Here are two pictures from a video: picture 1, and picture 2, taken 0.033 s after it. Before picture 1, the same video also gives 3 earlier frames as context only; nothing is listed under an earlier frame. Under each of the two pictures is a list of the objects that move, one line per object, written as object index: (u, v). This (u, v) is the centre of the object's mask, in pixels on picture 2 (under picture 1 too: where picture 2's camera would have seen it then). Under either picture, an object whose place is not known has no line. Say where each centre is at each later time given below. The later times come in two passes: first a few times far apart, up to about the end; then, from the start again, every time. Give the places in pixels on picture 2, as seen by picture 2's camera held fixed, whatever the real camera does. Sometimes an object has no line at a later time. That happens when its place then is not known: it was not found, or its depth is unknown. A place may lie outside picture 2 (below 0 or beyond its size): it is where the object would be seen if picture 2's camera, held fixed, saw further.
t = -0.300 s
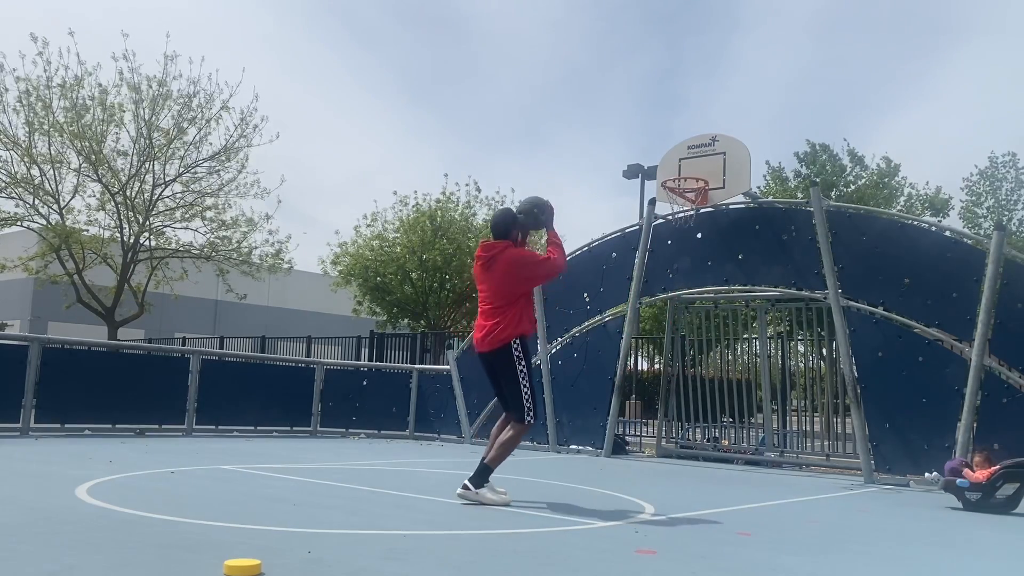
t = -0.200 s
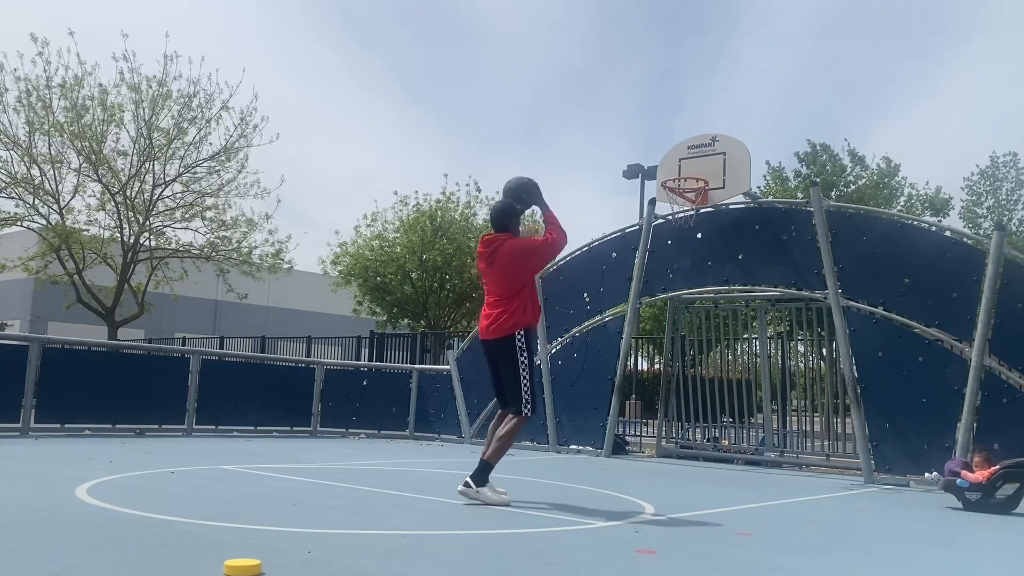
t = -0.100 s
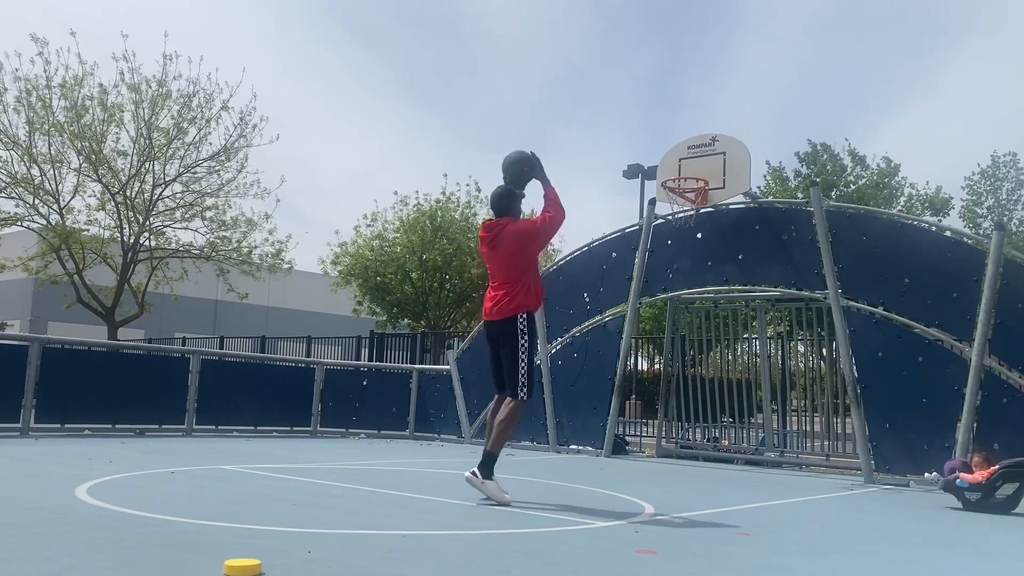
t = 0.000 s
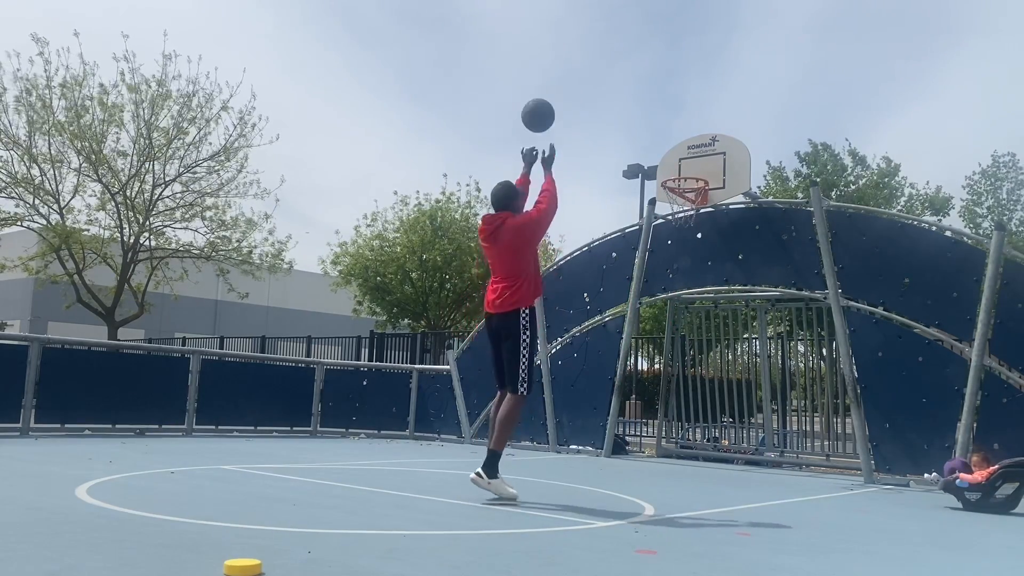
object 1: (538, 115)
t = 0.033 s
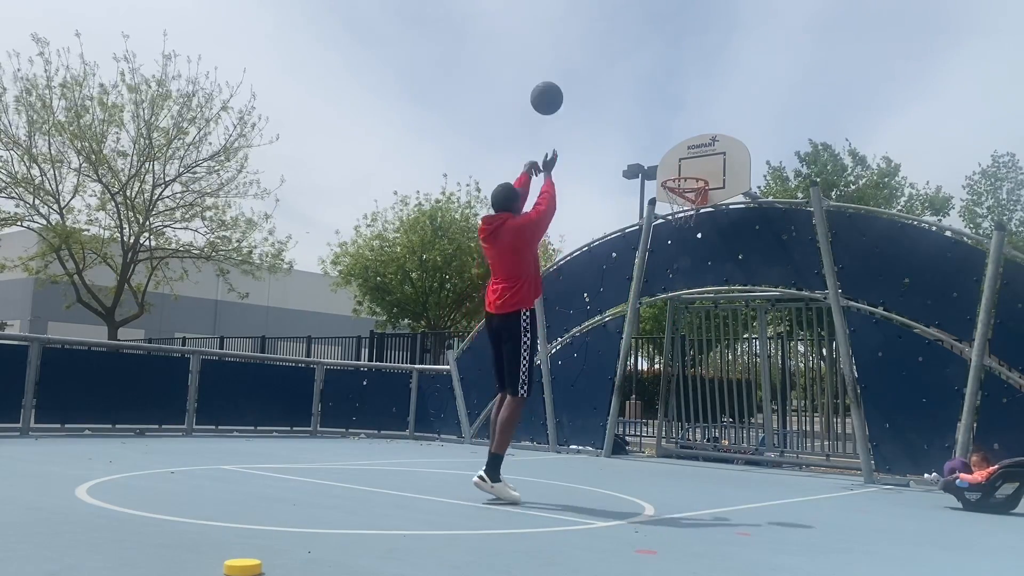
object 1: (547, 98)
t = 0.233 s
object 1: (591, 36)
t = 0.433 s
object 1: (626, 27)
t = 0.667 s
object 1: (658, 66)
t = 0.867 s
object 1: (681, 132)
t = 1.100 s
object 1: (673, 206)
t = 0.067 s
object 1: (555, 83)
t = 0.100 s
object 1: (563, 70)
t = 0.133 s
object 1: (570, 59)
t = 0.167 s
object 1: (577, 50)
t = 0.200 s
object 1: (584, 42)
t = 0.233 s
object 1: (591, 36)
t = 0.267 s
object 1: (597, 31)
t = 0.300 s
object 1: (604, 28)
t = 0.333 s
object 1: (609, 26)
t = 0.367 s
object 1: (615, 25)
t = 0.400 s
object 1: (621, 25)
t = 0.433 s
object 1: (626, 27)
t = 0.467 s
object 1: (631, 29)
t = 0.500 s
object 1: (636, 33)
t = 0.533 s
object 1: (641, 37)
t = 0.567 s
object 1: (645, 43)
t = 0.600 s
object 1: (650, 50)
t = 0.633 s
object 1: (654, 57)
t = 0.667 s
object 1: (658, 66)
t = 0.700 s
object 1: (662, 75)
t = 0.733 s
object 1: (666, 85)
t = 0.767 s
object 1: (670, 96)
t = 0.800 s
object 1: (674, 107)
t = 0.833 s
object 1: (677, 119)
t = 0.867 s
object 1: (681, 132)
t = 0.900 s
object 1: (684, 146)
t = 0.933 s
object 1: (688, 160)
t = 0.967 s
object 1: (690, 175)
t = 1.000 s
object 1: (691, 189)
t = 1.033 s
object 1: (682, 197)
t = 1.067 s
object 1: (675, 205)
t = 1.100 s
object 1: (673, 206)
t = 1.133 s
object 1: (671, 207)
